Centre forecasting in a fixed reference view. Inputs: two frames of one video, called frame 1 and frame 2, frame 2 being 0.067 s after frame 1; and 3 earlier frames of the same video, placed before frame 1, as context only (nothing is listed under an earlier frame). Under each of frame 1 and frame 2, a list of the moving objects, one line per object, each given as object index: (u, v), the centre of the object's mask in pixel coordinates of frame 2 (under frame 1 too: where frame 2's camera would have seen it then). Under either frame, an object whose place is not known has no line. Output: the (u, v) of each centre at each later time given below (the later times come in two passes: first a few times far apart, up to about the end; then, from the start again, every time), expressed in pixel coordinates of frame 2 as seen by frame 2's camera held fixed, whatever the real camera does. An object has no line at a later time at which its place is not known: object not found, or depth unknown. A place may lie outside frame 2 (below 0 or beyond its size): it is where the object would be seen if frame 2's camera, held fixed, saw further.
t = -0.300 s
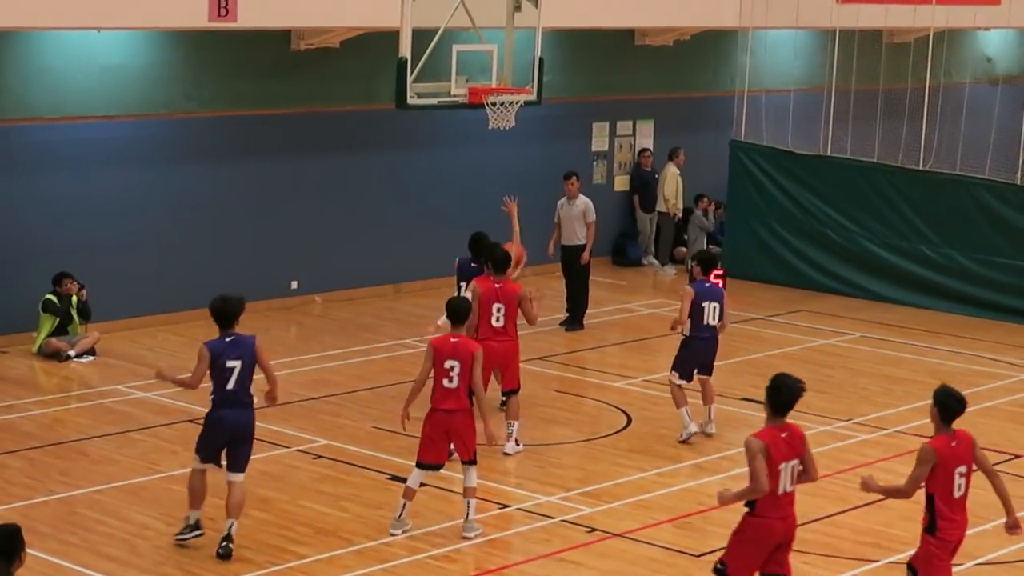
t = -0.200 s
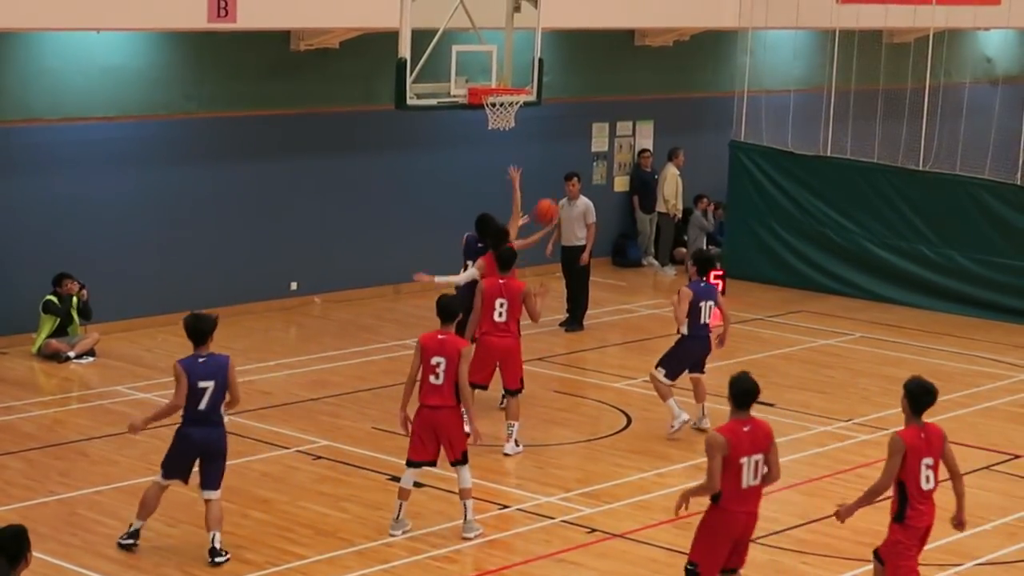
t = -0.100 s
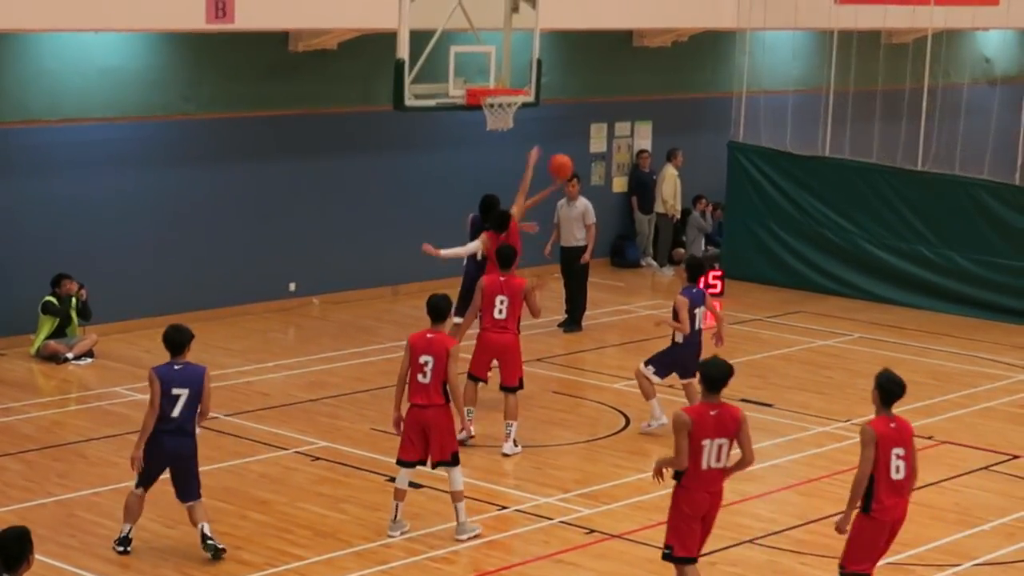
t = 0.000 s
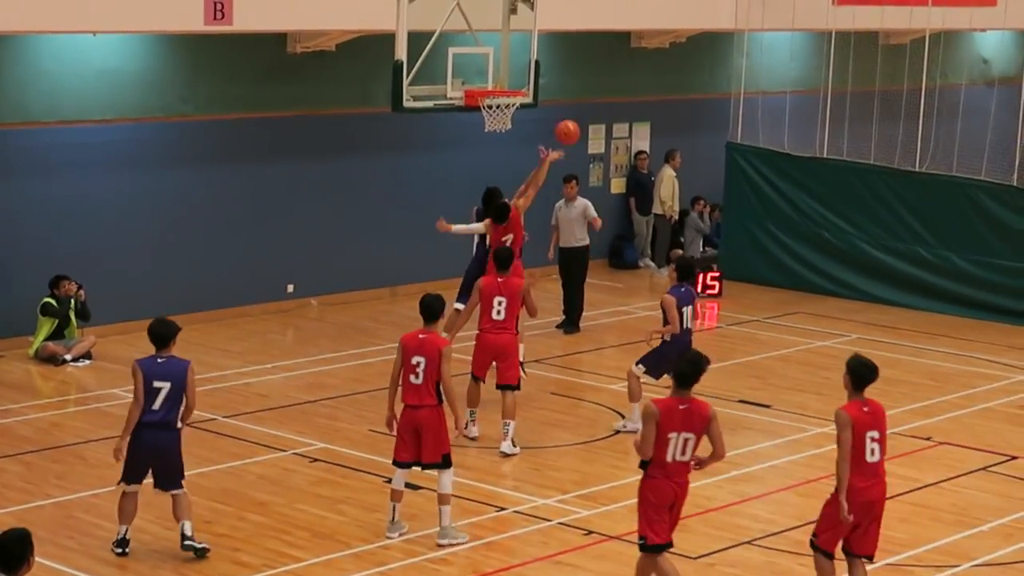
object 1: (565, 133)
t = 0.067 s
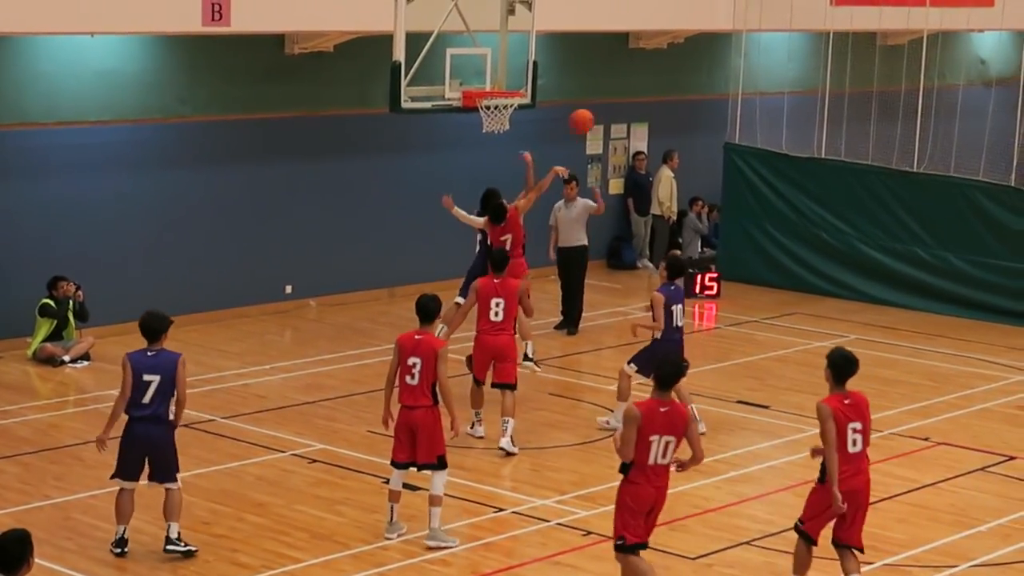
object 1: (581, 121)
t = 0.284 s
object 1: (633, 112)
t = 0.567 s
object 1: (697, 171)
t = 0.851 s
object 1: (754, 303)
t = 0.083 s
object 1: (586, 118)
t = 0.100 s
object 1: (590, 116)
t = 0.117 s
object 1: (594, 115)
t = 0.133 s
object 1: (598, 113)
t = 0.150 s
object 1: (602, 112)
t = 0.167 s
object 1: (606, 111)
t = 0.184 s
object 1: (610, 111)
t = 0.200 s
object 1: (614, 110)
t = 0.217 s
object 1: (617, 110)
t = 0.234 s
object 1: (622, 110)
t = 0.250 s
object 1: (626, 111)
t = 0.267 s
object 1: (629, 111)
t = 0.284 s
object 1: (633, 112)
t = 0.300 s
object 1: (637, 113)
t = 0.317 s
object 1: (641, 115)
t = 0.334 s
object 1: (645, 117)
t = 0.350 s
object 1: (649, 119)
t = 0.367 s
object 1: (652, 122)
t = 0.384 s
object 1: (656, 124)
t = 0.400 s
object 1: (660, 127)
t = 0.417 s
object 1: (664, 130)
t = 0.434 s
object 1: (667, 133)
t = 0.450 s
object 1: (671, 138)
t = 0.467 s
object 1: (675, 141)
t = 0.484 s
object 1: (678, 145)
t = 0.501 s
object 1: (683, 150)
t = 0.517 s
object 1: (686, 155)
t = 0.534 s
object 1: (690, 160)
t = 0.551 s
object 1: (693, 165)
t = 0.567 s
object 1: (697, 171)
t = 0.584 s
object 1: (700, 177)
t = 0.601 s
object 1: (704, 183)
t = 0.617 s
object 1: (708, 189)
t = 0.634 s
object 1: (711, 196)
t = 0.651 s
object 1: (714, 203)
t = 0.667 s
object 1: (718, 210)
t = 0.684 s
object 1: (721, 217)
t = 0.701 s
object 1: (724, 224)
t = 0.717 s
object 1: (728, 232)
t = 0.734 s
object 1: (731, 241)
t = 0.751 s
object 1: (735, 249)
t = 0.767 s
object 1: (738, 257)
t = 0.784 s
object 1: (742, 266)
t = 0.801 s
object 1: (745, 274)
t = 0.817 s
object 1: (748, 283)
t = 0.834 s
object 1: (751, 293)
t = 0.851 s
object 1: (754, 303)
